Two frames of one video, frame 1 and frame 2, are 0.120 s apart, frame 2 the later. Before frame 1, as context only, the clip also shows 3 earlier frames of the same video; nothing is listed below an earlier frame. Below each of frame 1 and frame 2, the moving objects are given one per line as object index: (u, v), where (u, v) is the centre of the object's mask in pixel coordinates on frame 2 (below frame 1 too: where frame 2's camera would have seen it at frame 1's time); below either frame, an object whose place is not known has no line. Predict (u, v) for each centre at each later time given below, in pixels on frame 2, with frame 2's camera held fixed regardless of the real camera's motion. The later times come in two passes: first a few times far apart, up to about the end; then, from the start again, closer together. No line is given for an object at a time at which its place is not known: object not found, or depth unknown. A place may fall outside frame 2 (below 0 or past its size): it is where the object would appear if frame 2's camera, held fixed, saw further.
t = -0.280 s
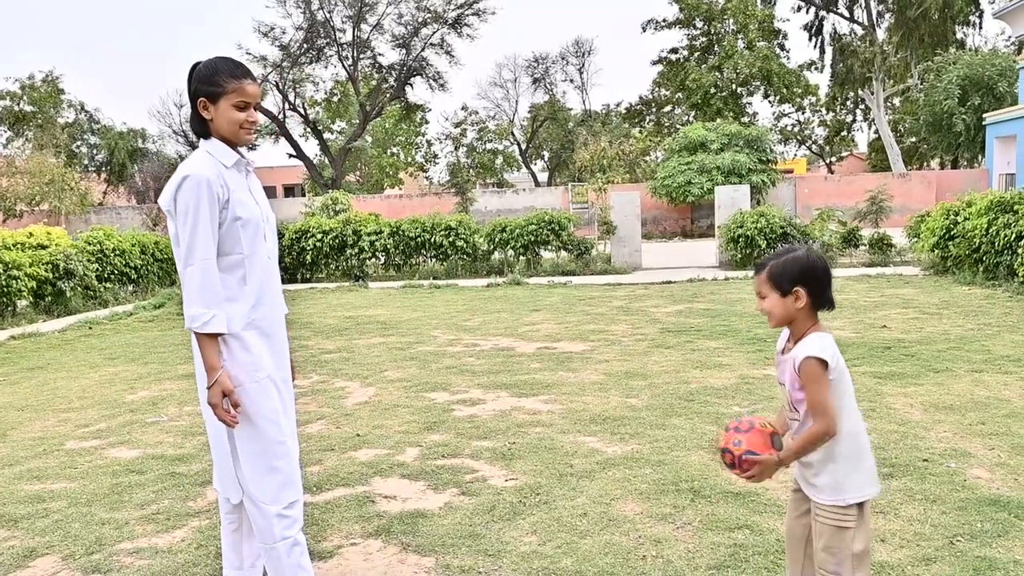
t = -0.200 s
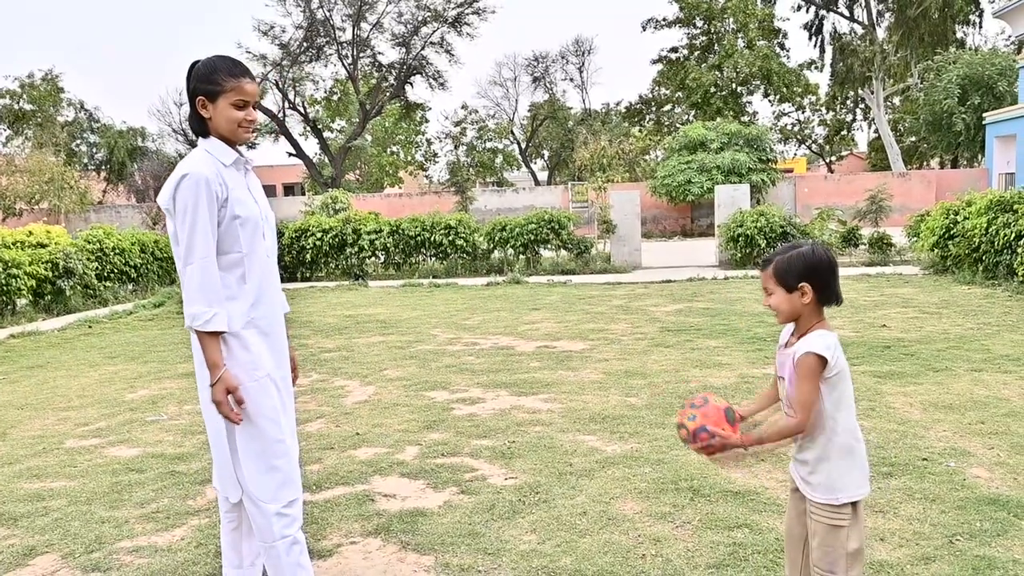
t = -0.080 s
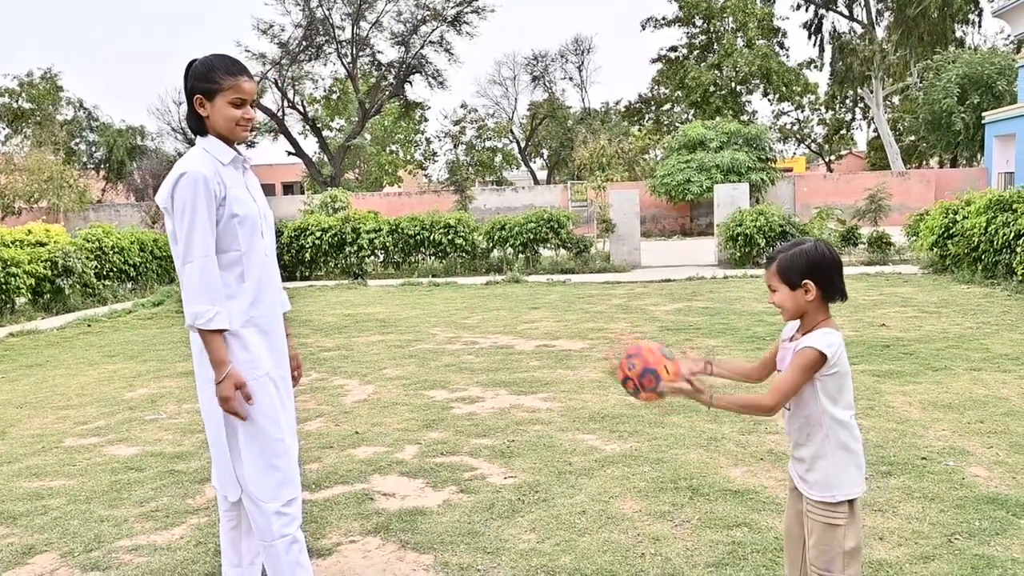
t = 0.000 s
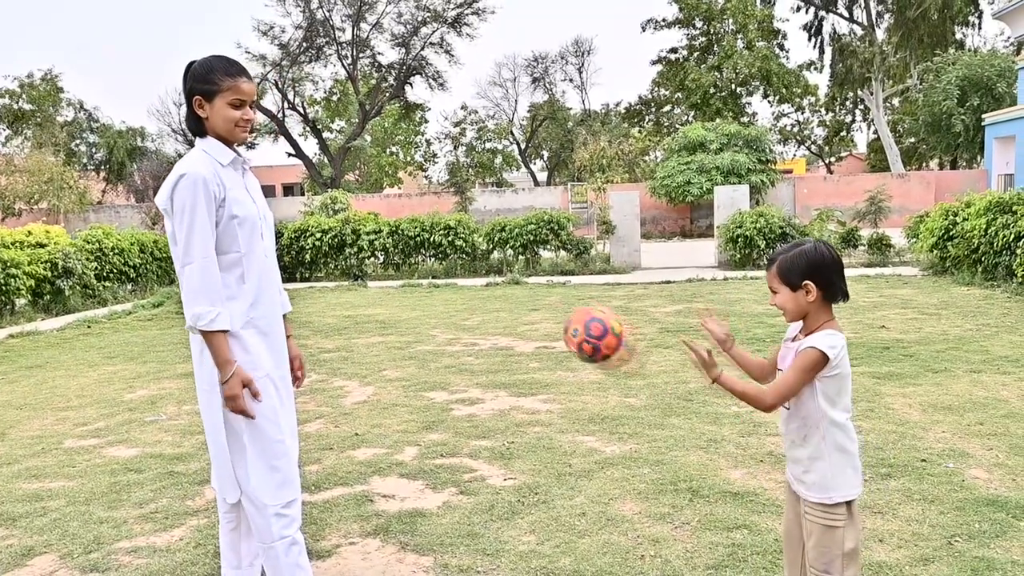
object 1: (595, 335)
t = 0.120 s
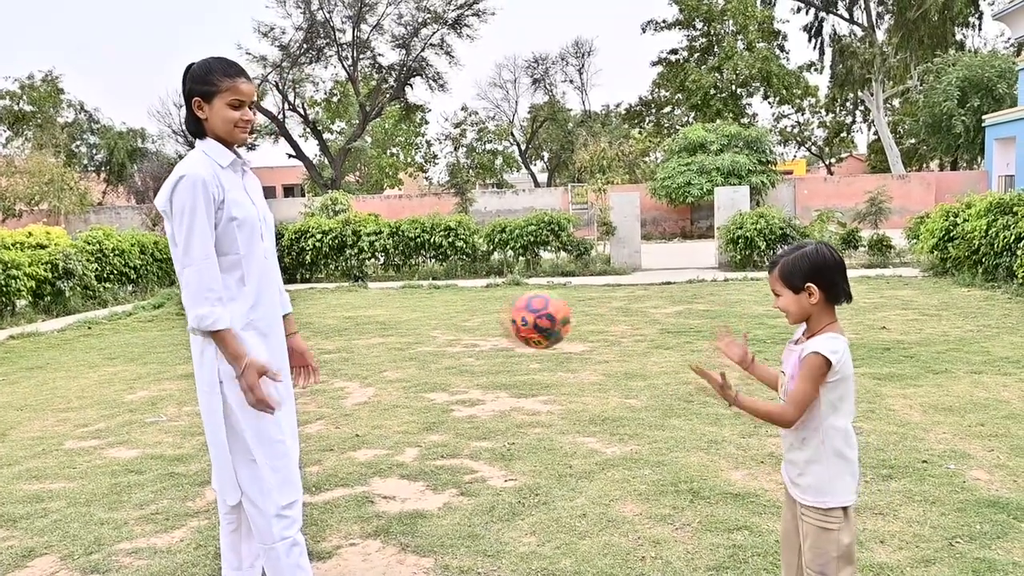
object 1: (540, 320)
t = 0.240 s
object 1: (478, 334)
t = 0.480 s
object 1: (369, 464)
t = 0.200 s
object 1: (493, 327)
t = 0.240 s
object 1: (478, 334)
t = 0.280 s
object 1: (461, 346)
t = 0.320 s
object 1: (443, 360)
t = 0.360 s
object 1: (422, 386)
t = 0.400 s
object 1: (400, 412)
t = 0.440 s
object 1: (388, 430)
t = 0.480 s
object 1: (369, 464)
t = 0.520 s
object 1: (357, 488)
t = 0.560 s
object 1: (340, 531)
